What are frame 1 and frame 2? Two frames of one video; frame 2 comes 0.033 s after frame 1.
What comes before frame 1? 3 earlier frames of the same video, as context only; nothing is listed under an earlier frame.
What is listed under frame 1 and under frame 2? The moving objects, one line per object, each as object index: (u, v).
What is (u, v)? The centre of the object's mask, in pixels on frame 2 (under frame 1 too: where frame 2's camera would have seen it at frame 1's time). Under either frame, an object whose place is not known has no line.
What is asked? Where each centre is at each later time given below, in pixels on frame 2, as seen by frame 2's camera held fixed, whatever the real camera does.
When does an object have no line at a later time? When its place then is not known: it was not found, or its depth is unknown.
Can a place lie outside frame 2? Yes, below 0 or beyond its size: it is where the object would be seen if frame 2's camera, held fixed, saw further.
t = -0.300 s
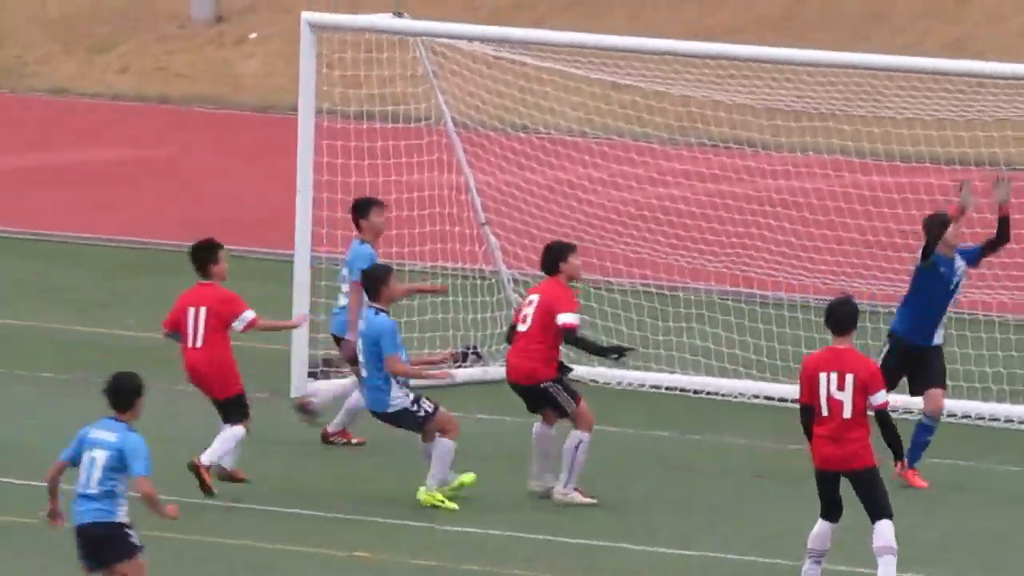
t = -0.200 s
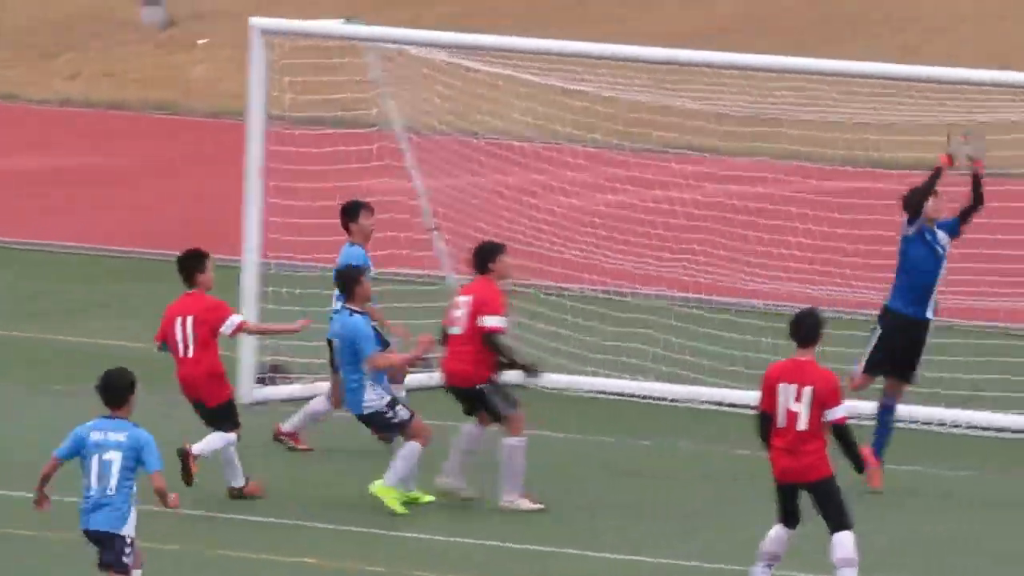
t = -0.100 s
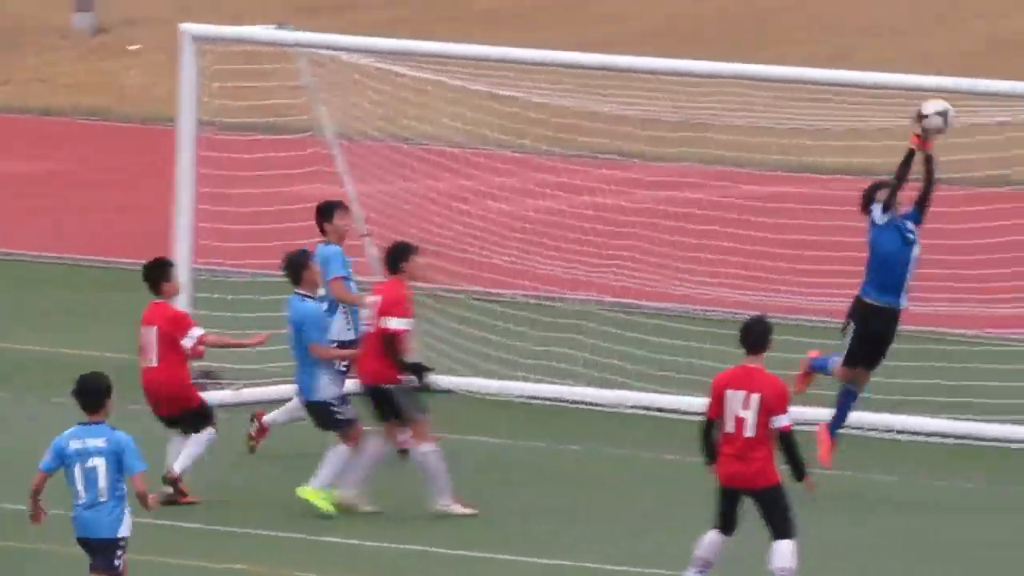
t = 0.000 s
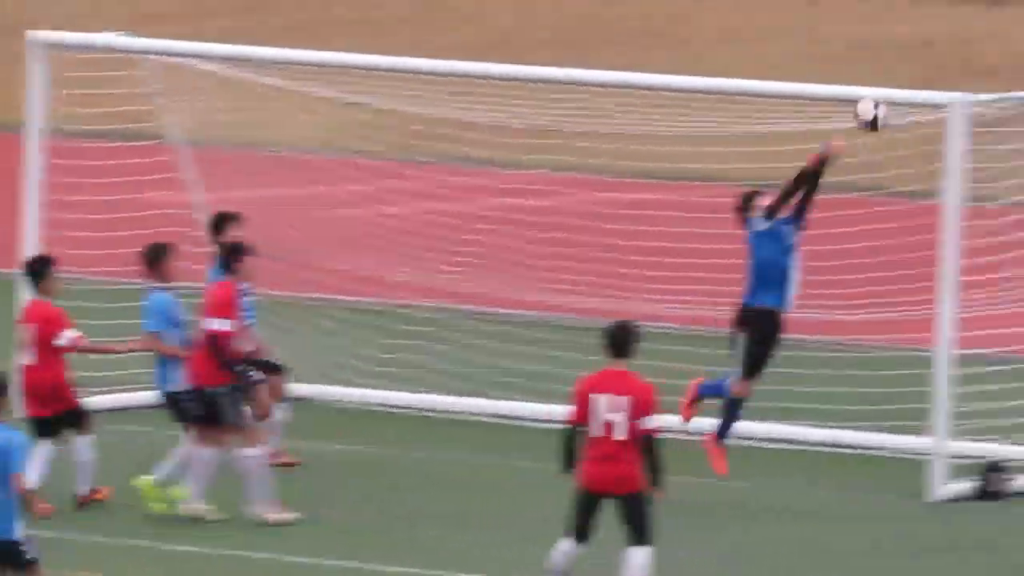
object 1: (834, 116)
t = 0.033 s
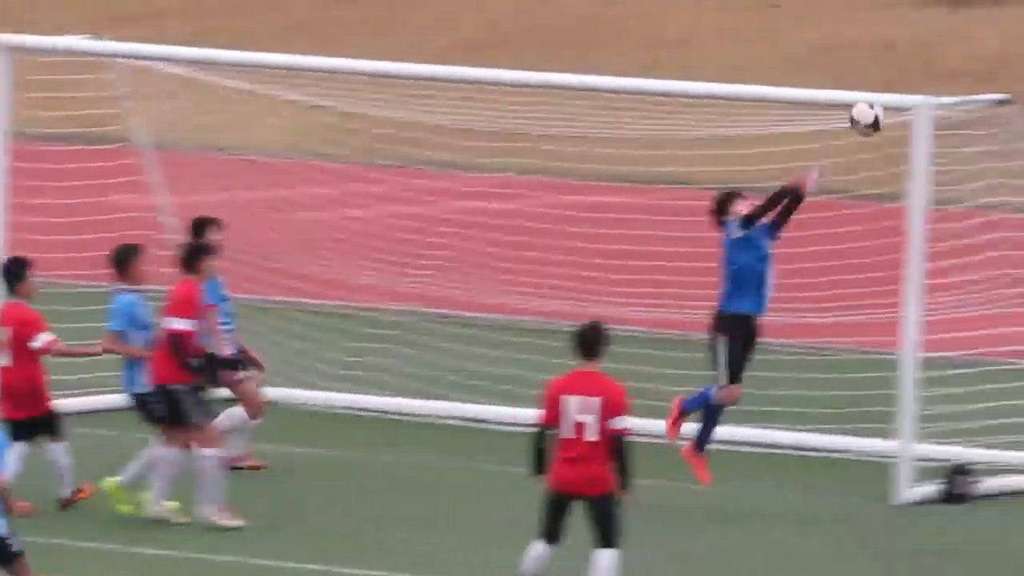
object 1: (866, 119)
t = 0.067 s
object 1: (897, 123)
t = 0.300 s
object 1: (1120, 186)
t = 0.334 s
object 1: (1151, 201)
